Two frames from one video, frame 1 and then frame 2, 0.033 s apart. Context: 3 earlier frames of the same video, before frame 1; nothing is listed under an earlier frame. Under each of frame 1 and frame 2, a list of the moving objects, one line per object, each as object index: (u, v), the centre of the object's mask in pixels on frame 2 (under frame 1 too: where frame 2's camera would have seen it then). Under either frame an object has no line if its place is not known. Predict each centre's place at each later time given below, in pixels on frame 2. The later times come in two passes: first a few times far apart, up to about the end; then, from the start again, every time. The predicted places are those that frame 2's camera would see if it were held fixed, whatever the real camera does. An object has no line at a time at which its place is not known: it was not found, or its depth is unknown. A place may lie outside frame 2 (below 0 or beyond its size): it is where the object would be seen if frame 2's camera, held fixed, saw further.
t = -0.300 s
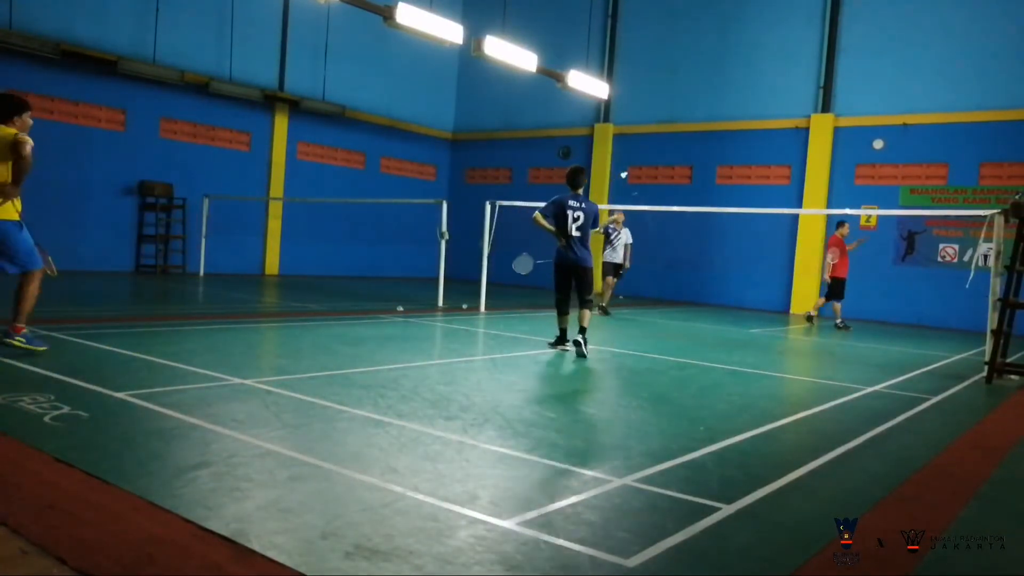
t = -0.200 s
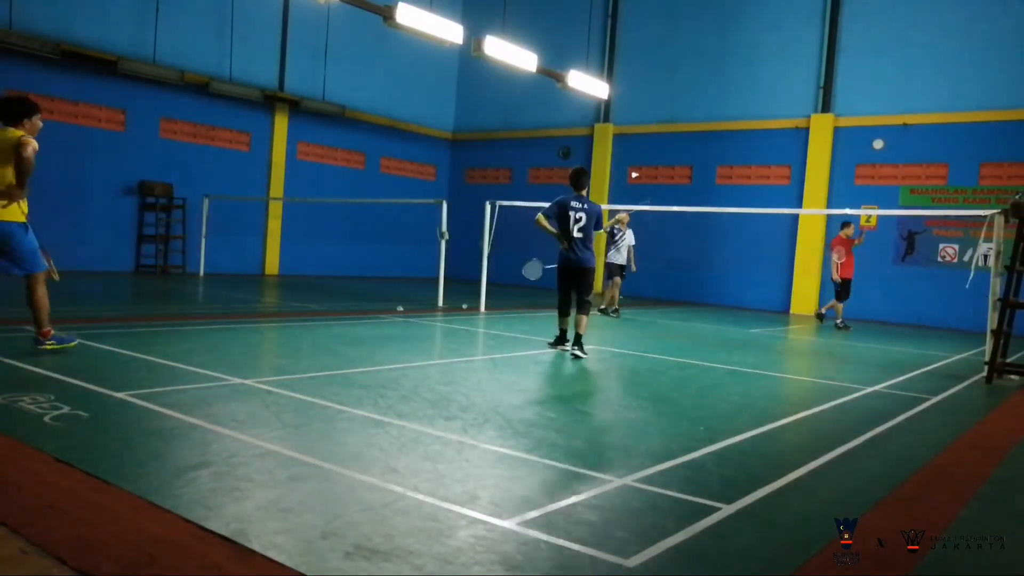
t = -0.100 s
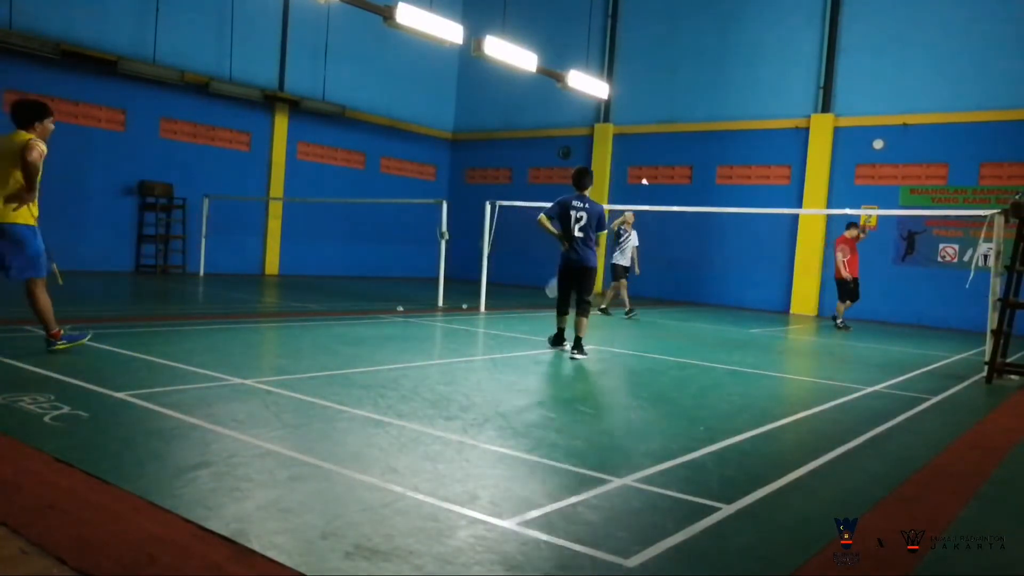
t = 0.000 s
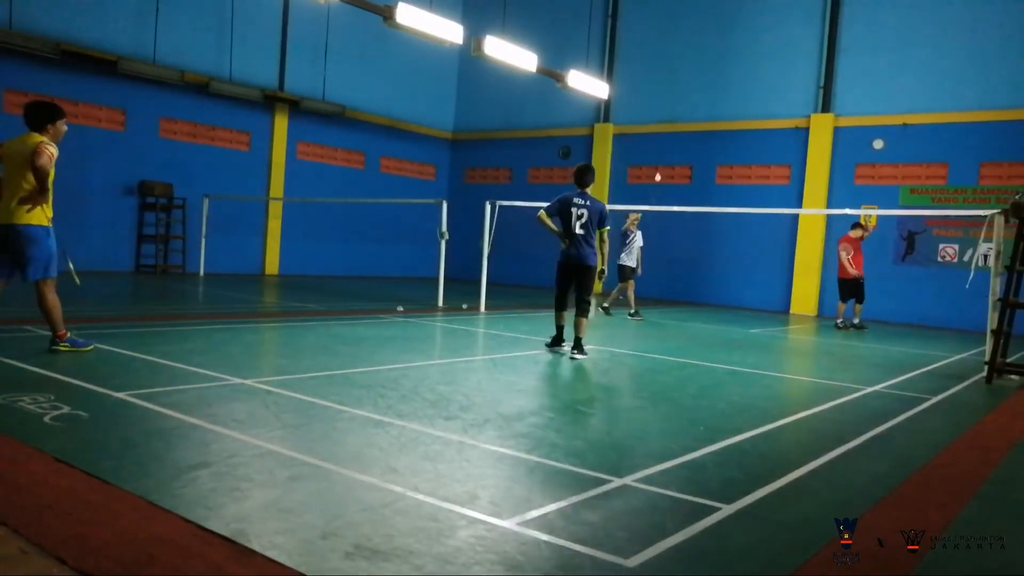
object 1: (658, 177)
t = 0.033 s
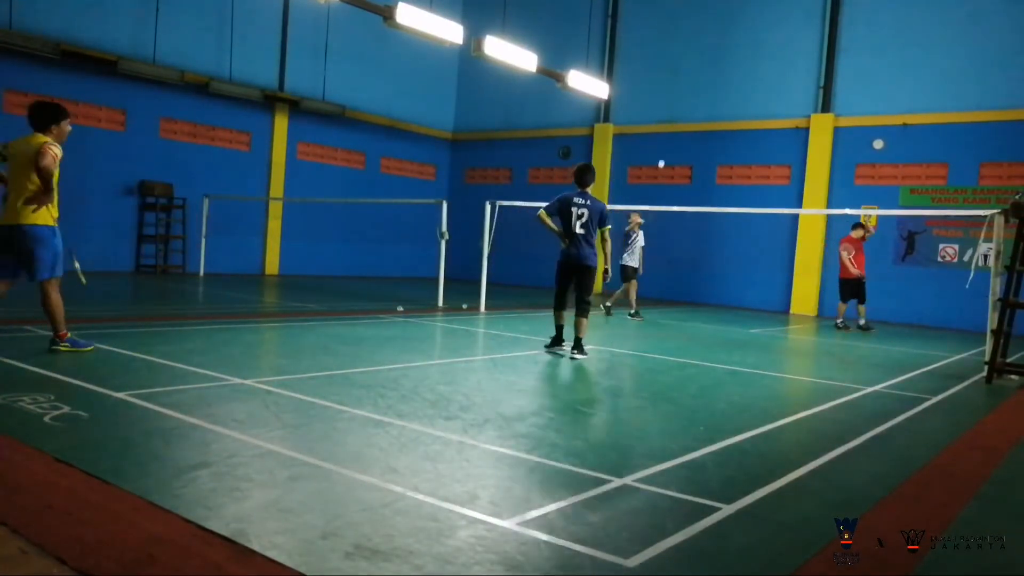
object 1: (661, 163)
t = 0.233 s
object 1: (680, 113)
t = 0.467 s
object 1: (701, 101)
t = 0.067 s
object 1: (665, 151)
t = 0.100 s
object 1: (668, 142)
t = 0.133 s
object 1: (672, 134)
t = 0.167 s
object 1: (675, 124)
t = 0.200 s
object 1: (678, 116)
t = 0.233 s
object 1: (680, 113)
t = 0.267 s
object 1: (683, 107)
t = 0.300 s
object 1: (686, 105)
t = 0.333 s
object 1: (689, 101)
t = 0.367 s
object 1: (692, 99)
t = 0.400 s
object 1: (695, 99)
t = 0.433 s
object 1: (698, 99)
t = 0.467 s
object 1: (701, 101)
